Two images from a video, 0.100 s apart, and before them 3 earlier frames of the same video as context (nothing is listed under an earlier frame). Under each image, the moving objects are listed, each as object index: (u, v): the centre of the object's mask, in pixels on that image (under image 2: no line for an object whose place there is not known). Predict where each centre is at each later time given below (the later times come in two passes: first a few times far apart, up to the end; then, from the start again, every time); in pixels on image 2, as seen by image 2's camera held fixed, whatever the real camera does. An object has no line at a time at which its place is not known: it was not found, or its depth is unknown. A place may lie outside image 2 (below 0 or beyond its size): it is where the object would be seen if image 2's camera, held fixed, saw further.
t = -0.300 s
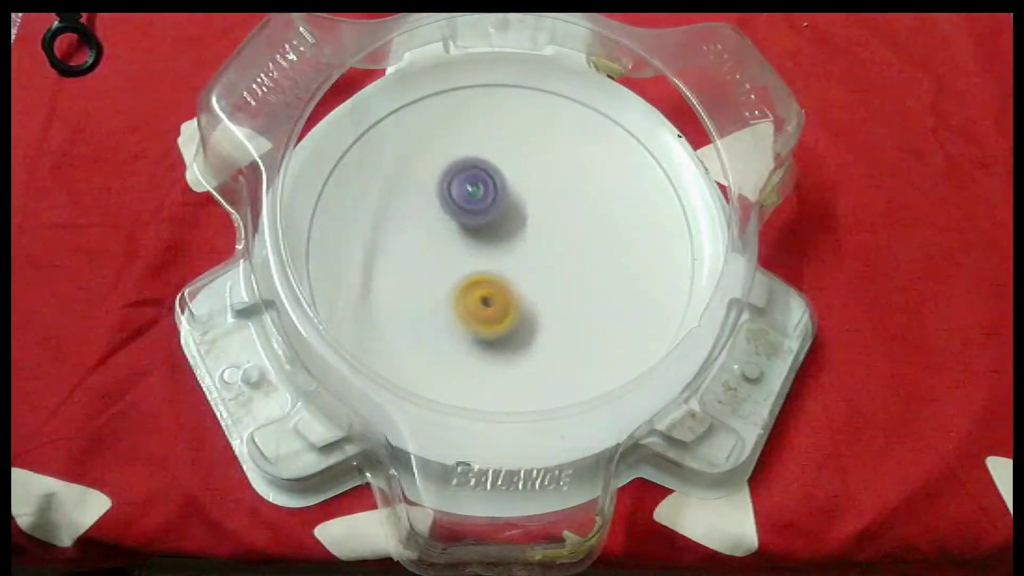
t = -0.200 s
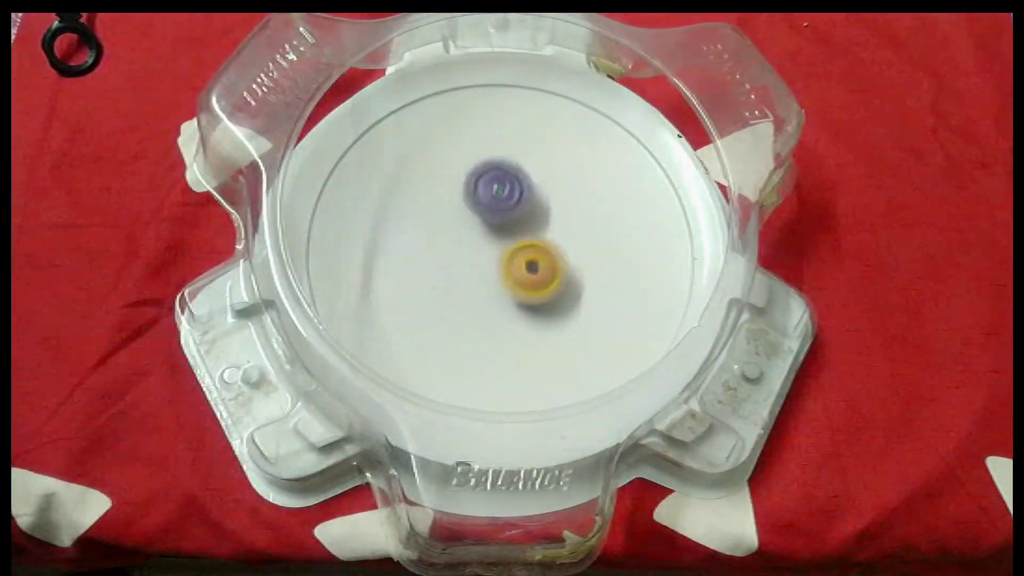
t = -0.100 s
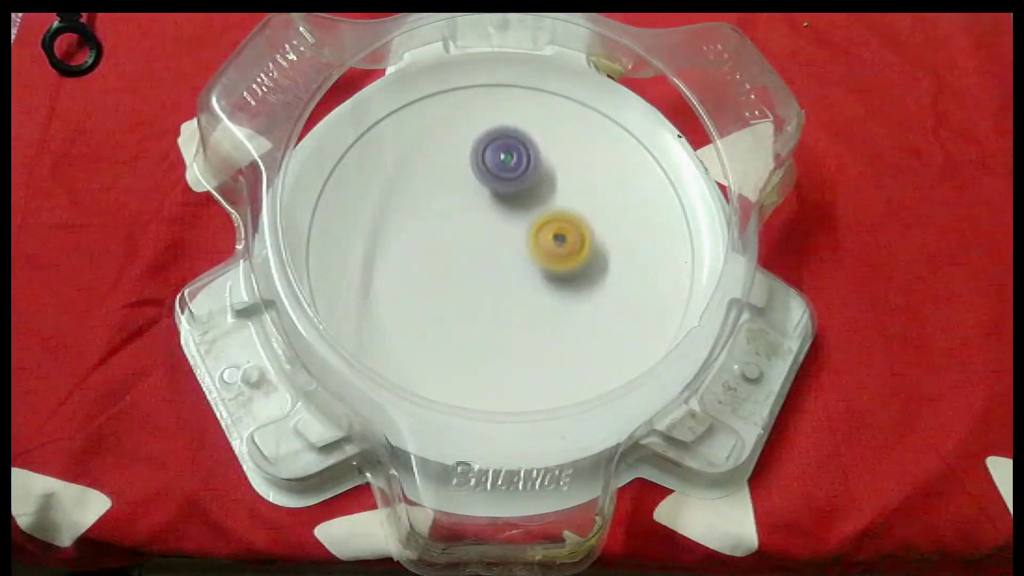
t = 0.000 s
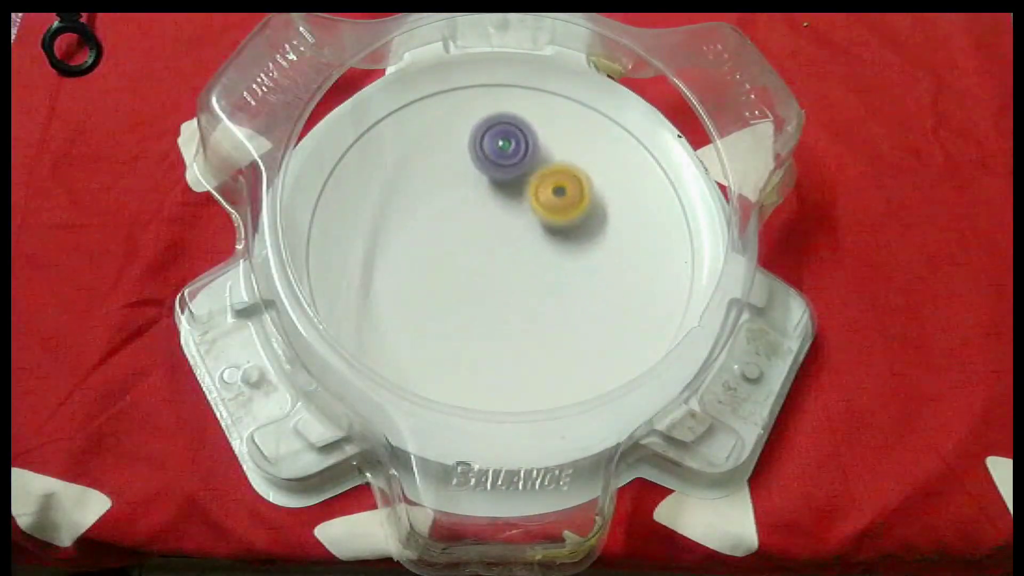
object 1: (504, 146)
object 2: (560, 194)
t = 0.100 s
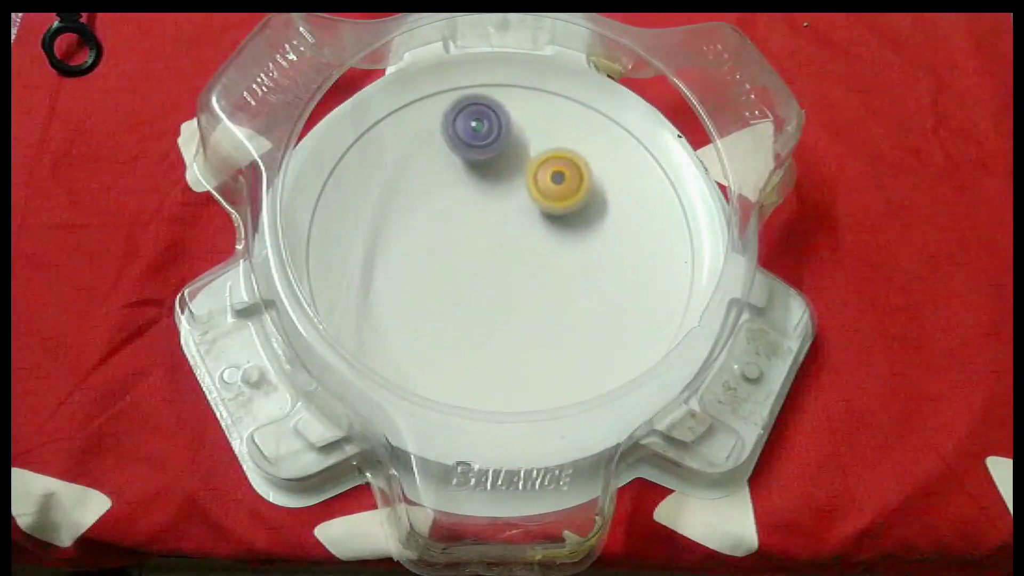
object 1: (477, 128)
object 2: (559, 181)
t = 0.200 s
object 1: (462, 133)
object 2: (540, 171)
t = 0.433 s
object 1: (418, 176)
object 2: (552, 234)
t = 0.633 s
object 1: (466, 231)
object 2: (602, 252)
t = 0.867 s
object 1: (528, 241)
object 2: (603, 227)
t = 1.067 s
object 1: (515, 247)
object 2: (598, 202)
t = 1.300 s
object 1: (498, 278)
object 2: (569, 201)
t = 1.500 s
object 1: (500, 292)
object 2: (539, 232)
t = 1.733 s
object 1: (518, 320)
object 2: (540, 230)
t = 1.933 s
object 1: (519, 305)
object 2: (516, 210)
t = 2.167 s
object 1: (487, 290)
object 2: (484, 209)
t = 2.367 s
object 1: (472, 285)
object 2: (472, 211)
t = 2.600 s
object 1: (468, 276)
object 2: (480, 206)
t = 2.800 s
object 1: (468, 263)
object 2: (492, 195)
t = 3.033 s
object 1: (470, 243)
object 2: (511, 187)
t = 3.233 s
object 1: (470, 231)
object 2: (526, 179)
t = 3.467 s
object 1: (465, 227)
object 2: (549, 178)
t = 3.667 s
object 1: (474, 226)
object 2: (557, 188)
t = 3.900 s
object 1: (470, 225)
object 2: (575, 218)
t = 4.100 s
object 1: (475, 234)
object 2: (593, 235)
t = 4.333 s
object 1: (487, 233)
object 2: (584, 258)
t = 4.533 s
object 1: (441, 237)
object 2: (612, 279)
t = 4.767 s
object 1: (459, 245)
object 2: (573, 272)
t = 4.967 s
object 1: (462, 209)
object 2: (521, 289)
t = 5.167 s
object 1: (447, 209)
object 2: (495, 305)
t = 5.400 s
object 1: (468, 208)
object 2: (476, 297)
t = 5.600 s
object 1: (496, 200)
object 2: (460, 265)
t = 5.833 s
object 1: (530, 183)
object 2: (442, 245)
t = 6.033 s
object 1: (540, 193)
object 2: (453, 222)
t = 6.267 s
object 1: (547, 212)
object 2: (473, 198)
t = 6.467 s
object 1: (560, 231)
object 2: (469, 183)
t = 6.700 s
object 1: (551, 251)
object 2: (491, 205)
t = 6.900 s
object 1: (541, 276)
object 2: (506, 199)
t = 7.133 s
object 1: (514, 288)
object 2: (514, 206)
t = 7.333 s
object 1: (489, 286)
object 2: (526, 226)
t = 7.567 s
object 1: (462, 273)
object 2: (551, 229)
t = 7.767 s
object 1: (453, 251)
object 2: (545, 225)
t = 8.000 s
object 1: (428, 215)
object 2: (554, 243)
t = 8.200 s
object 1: (427, 198)
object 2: (577, 248)
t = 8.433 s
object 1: (454, 192)
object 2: (560, 244)
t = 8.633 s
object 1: (484, 184)
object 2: (525, 259)
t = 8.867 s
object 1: (518, 190)
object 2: (498, 294)
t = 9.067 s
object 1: (546, 209)
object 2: (488, 302)
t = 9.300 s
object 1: (558, 237)
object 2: (491, 271)
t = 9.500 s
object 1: (573, 254)
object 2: (460, 235)
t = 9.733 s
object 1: (566, 253)
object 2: (444, 198)
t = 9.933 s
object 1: (537, 257)
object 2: (462, 192)
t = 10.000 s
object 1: (525, 254)
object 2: (473, 193)
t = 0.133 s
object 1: (471, 128)
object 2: (554, 175)
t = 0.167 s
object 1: (466, 130)
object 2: (547, 172)
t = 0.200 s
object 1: (462, 133)
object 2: (540, 171)
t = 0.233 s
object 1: (459, 138)
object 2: (530, 172)
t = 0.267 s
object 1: (455, 143)
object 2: (524, 178)
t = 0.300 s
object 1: (442, 142)
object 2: (529, 191)
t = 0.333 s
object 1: (430, 146)
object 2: (533, 203)
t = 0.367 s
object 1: (423, 154)
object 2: (538, 214)
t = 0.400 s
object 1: (419, 164)
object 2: (545, 225)
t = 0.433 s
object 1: (418, 176)
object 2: (552, 234)
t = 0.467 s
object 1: (420, 188)
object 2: (560, 242)
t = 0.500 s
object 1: (427, 199)
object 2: (568, 247)
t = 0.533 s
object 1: (435, 210)
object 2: (577, 251)
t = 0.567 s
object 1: (444, 220)
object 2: (587, 253)
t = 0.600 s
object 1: (455, 226)
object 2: (596, 253)
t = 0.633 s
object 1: (466, 231)
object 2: (602, 252)
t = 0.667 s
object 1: (479, 235)
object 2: (607, 249)
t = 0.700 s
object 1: (490, 238)
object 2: (609, 245)
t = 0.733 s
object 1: (501, 240)
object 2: (609, 241)
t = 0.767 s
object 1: (513, 241)
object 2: (607, 236)
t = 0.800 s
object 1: (524, 242)
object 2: (601, 232)
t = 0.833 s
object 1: (526, 241)
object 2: (602, 229)
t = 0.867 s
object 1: (528, 241)
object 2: (603, 227)
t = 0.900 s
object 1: (523, 241)
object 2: (608, 223)
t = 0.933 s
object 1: (518, 242)
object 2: (613, 218)
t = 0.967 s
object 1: (515, 242)
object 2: (614, 213)
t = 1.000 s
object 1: (515, 243)
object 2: (611, 208)
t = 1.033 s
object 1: (515, 246)
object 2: (606, 204)
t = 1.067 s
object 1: (515, 247)
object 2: (598, 202)
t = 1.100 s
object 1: (516, 248)
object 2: (587, 202)
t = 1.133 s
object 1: (517, 251)
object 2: (578, 206)
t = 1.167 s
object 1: (507, 259)
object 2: (580, 203)
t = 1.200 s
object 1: (501, 265)
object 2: (580, 201)
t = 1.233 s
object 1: (499, 271)
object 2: (578, 200)
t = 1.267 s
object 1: (498, 275)
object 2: (575, 200)
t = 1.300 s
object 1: (498, 278)
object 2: (569, 201)
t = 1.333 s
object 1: (498, 281)
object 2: (564, 203)
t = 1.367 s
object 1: (498, 284)
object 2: (558, 207)
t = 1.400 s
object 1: (499, 287)
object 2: (552, 213)
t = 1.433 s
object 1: (500, 289)
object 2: (547, 219)
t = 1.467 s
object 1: (500, 291)
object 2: (542, 227)
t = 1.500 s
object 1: (500, 292)
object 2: (539, 232)
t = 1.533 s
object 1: (498, 299)
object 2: (539, 234)
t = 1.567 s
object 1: (499, 305)
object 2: (538, 238)
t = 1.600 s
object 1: (503, 310)
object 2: (537, 241)
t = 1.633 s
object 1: (511, 311)
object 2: (537, 244)
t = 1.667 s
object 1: (516, 315)
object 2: (537, 244)
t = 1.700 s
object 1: (517, 320)
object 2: (539, 236)
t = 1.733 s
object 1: (518, 320)
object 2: (540, 230)
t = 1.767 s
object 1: (519, 319)
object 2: (539, 224)
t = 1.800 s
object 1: (519, 318)
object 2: (537, 218)
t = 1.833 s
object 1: (519, 316)
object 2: (533, 214)
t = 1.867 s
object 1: (519, 314)
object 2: (528, 211)
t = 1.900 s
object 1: (519, 310)
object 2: (522, 210)
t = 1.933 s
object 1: (519, 305)
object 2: (516, 210)
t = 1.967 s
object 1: (517, 299)
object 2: (511, 211)
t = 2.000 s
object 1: (513, 293)
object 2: (505, 214)
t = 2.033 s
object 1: (508, 287)
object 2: (500, 218)
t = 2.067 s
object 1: (501, 289)
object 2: (496, 215)
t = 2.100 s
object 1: (496, 289)
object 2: (492, 213)
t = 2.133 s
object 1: (492, 290)
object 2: (488, 211)
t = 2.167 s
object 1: (487, 290)
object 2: (484, 209)
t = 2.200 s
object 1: (484, 290)
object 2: (479, 209)
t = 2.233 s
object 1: (481, 289)
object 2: (476, 209)
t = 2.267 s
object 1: (478, 287)
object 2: (474, 210)
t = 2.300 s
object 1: (477, 285)
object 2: (473, 212)
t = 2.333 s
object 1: (474, 284)
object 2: (472, 213)
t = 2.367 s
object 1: (472, 285)
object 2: (472, 211)
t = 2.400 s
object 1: (470, 286)
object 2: (472, 210)
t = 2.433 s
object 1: (469, 285)
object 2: (473, 210)
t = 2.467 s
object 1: (468, 284)
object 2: (474, 210)
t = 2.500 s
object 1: (468, 283)
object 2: (475, 209)
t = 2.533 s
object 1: (467, 280)
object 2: (477, 209)
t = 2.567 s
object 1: (467, 278)
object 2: (479, 208)
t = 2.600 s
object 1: (468, 276)
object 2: (480, 206)
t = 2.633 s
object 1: (468, 273)
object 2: (482, 205)
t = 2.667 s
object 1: (468, 271)
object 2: (483, 203)
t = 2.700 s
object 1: (468, 270)
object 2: (485, 201)
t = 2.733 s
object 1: (468, 269)
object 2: (488, 199)
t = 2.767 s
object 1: (468, 266)
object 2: (490, 197)
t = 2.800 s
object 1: (468, 263)
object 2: (492, 195)
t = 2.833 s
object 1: (469, 259)
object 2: (493, 194)
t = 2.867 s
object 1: (469, 257)
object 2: (496, 192)
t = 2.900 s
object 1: (468, 255)
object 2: (499, 190)
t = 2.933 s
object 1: (469, 253)
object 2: (503, 189)
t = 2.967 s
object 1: (469, 250)
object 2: (506, 188)
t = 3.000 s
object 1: (470, 247)
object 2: (509, 187)
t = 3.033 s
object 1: (470, 243)
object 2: (511, 187)
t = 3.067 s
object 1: (469, 241)
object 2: (515, 185)
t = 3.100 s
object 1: (468, 240)
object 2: (518, 183)
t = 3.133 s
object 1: (468, 238)
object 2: (522, 181)
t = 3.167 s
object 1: (468, 236)
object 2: (524, 180)
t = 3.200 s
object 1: (468, 234)
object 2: (525, 179)
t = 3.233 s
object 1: (470, 231)
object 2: (526, 179)
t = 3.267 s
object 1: (470, 229)
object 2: (526, 180)
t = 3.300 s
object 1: (471, 227)
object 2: (527, 181)
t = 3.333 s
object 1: (467, 227)
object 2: (534, 180)
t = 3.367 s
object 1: (464, 227)
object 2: (539, 179)
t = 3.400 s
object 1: (464, 228)
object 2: (542, 178)
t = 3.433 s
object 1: (464, 228)
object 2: (546, 179)
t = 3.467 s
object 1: (465, 227)
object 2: (549, 178)
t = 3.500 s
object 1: (466, 228)
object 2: (552, 178)
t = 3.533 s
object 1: (466, 228)
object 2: (554, 179)
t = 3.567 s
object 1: (467, 228)
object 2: (555, 180)
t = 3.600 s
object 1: (469, 228)
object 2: (556, 182)
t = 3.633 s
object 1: (471, 227)
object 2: (557, 184)
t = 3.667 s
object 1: (474, 226)
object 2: (557, 188)
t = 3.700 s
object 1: (477, 225)
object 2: (556, 191)
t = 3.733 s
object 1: (478, 225)
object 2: (556, 196)
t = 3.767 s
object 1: (481, 224)
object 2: (555, 201)
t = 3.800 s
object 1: (484, 224)
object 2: (554, 206)
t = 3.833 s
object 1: (476, 223)
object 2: (562, 211)
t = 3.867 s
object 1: (473, 224)
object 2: (569, 215)
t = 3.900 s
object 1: (470, 225)
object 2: (575, 218)
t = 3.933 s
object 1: (469, 226)
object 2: (579, 222)
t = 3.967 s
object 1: (468, 227)
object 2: (583, 225)
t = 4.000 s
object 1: (469, 229)
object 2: (587, 228)
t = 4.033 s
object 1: (471, 231)
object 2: (590, 230)
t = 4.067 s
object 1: (473, 232)
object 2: (592, 232)
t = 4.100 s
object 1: (475, 234)
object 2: (593, 235)
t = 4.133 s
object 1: (478, 236)
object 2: (592, 237)
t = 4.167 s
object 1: (482, 236)
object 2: (590, 239)
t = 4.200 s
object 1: (486, 238)
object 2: (587, 241)
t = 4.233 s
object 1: (489, 238)
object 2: (583, 244)
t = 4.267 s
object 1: (493, 239)
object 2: (579, 246)
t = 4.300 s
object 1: (497, 239)
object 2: (575, 250)
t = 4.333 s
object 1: (487, 233)
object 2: (584, 258)
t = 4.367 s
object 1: (474, 228)
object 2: (593, 265)
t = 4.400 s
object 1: (463, 226)
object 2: (599, 270)
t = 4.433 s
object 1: (455, 227)
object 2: (604, 274)
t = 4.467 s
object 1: (448, 229)
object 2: (608, 276)
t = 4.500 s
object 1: (444, 233)
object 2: (611, 278)
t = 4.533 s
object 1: (441, 237)
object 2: (612, 279)
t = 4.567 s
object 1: (440, 242)
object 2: (612, 279)
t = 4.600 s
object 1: (440, 246)
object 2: (610, 278)
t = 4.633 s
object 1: (442, 248)
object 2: (606, 277)
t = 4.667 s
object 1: (445, 249)
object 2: (600, 276)
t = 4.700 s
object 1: (449, 249)
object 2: (592, 274)
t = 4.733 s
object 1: (454, 248)
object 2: (584, 272)
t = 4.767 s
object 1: (459, 245)
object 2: (573, 272)
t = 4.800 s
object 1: (464, 242)
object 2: (562, 271)
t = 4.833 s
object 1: (468, 238)
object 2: (552, 271)
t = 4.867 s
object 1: (472, 233)
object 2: (540, 272)
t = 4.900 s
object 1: (470, 223)
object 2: (533, 279)
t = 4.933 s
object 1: (466, 214)
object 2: (527, 285)
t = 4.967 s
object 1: (462, 209)
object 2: (521, 289)
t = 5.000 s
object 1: (457, 206)
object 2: (515, 293)
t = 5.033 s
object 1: (453, 205)
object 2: (510, 296)
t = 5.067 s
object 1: (450, 205)
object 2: (505, 298)
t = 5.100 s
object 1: (448, 207)
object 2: (501, 300)
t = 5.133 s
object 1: (447, 208)
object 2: (497, 303)
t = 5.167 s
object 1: (447, 209)
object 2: (495, 305)
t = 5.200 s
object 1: (449, 209)
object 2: (492, 307)
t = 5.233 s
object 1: (451, 210)
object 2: (490, 307)
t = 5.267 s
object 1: (453, 209)
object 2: (487, 307)
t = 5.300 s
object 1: (457, 209)
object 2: (484, 306)
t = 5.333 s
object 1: (460, 209)
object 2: (482, 303)
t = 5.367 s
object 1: (464, 209)
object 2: (479, 301)
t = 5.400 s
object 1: (468, 208)
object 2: (476, 297)
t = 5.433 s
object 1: (472, 207)
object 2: (472, 292)
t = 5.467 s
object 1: (476, 207)
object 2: (471, 286)
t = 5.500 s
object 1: (480, 206)
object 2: (468, 280)
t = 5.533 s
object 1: (484, 205)
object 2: (466, 275)
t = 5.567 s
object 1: (489, 204)
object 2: (464, 268)
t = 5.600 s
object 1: (496, 200)
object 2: (460, 265)
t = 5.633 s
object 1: (503, 197)
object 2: (456, 262)
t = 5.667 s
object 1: (509, 194)
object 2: (453, 260)
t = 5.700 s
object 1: (516, 191)
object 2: (450, 256)
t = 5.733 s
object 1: (522, 188)
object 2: (447, 254)
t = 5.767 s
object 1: (525, 185)
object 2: (445, 251)
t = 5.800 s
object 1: (528, 183)
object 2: (443, 248)
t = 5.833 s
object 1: (530, 183)
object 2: (442, 245)
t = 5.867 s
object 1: (531, 183)
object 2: (442, 241)
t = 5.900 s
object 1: (532, 184)
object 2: (443, 237)
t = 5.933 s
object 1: (534, 186)
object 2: (444, 234)
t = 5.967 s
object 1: (536, 188)
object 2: (446, 231)
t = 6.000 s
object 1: (538, 191)
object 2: (450, 227)
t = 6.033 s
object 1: (540, 193)
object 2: (453, 222)
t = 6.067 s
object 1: (542, 195)
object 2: (455, 218)
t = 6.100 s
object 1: (544, 198)
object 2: (457, 213)
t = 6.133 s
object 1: (545, 200)
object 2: (460, 209)
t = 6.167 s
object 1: (546, 203)
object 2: (462, 206)
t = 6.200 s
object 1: (546, 206)
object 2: (466, 203)
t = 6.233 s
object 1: (546, 209)
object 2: (469, 200)
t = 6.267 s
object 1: (547, 212)
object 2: (473, 198)
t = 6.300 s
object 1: (550, 216)
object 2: (474, 194)
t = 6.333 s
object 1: (554, 221)
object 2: (472, 189)
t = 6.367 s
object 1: (557, 224)
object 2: (470, 185)
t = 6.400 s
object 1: (558, 226)
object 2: (469, 183)
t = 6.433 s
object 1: (559, 228)
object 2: (469, 183)
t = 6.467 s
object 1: (560, 231)
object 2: (469, 183)
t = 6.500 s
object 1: (561, 234)
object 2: (470, 185)
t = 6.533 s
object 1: (561, 237)
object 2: (471, 188)
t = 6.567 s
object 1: (560, 239)
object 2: (474, 191)
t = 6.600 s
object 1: (559, 242)
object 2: (477, 194)
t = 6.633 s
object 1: (557, 245)
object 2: (481, 198)
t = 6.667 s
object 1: (554, 249)
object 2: (485, 202)
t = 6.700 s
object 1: (551, 251)
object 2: (491, 205)
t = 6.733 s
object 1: (549, 255)
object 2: (496, 207)
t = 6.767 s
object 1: (547, 259)
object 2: (499, 207)
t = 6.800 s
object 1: (545, 263)
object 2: (502, 206)
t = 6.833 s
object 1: (545, 270)
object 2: (504, 202)
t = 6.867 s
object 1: (543, 273)
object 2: (505, 200)
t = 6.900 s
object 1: (541, 276)
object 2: (506, 199)
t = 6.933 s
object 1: (538, 279)
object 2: (507, 198)
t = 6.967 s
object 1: (535, 281)
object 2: (508, 198)
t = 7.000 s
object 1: (531, 283)
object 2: (509, 198)
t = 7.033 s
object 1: (527, 285)
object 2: (510, 199)
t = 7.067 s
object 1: (523, 286)
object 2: (511, 201)
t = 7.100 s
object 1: (519, 287)
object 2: (512, 204)
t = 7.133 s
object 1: (514, 288)
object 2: (514, 206)
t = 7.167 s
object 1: (510, 288)
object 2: (515, 209)
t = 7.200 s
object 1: (506, 287)
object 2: (517, 212)
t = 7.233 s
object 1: (501, 287)
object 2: (520, 215)
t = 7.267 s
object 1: (496, 287)
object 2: (522, 218)
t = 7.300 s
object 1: (492, 287)
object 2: (524, 222)
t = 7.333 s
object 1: (489, 286)
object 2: (526, 226)
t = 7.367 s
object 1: (484, 284)
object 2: (529, 229)
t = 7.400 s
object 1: (480, 284)
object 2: (533, 232)
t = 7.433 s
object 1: (475, 284)
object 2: (538, 232)
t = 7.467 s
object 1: (472, 282)
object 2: (542, 231)
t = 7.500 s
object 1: (468, 279)
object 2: (546, 231)
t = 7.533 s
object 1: (465, 276)
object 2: (549, 230)
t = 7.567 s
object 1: (462, 273)
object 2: (551, 229)
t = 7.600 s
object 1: (459, 270)
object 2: (552, 228)
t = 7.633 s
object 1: (457, 266)
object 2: (553, 227)
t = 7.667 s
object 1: (456, 263)
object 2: (552, 226)
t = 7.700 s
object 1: (455, 260)
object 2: (550, 225)
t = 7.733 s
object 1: (454, 256)
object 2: (548, 225)
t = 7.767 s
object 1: (453, 251)
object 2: (545, 225)
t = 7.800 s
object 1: (452, 246)
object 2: (541, 225)
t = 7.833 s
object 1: (452, 242)
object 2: (537, 226)
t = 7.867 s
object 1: (452, 238)
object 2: (533, 227)
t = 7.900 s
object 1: (453, 233)
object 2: (527, 229)
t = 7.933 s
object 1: (442, 226)
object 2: (537, 234)
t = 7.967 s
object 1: (432, 219)
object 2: (546, 239)
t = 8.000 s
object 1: (428, 215)
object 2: (554, 243)
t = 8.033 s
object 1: (425, 212)
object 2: (560, 245)
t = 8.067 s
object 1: (424, 209)
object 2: (565, 246)
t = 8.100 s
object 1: (424, 206)
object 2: (570, 247)
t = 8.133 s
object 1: (424, 203)
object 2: (573, 248)
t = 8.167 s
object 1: (425, 201)
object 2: (576, 248)
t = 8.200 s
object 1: (427, 198)
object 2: (577, 248)
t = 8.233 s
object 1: (429, 197)
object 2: (579, 248)
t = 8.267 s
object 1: (432, 195)
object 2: (579, 248)
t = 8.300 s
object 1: (435, 194)
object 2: (578, 248)
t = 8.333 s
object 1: (439, 193)
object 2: (576, 247)
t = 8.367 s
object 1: (443, 192)
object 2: (572, 246)
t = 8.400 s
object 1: (448, 192)
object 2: (567, 245)
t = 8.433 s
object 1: (454, 192)
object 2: (560, 244)
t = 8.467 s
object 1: (459, 192)
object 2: (554, 243)
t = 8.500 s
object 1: (466, 193)
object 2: (547, 243)
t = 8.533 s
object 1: (471, 192)
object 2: (540, 242)
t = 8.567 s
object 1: (478, 194)
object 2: (532, 242)
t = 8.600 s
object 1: (480, 188)
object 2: (530, 251)
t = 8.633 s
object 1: (484, 184)
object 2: (525, 259)
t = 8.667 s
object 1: (488, 183)
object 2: (522, 265)
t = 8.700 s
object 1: (492, 183)
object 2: (518, 271)
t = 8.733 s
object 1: (497, 183)
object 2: (514, 276)
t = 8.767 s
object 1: (502, 185)
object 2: (509, 281)
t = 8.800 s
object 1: (507, 186)
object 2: (505, 286)
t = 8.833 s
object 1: (513, 188)
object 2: (502, 290)
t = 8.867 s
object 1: (518, 190)
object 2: (498, 294)
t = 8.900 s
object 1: (523, 192)
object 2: (495, 297)
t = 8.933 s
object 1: (528, 195)
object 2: (492, 301)
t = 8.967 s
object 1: (533, 198)
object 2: (490, 304)
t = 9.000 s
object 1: (538, 202)
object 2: (489, 304)
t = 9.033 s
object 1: (542, 205)
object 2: (488, 304)
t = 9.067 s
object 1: (546, 209)
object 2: (488, 302)
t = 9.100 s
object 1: (549, 212)
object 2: (489, 300)
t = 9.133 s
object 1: (552, 216)
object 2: (489, 297)
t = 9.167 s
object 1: (554, 220)
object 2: (489, 293)
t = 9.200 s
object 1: (556, 224)
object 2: (489, 288)
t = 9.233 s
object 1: (557, 229)
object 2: (490, 284)
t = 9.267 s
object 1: (558, 233)
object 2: (490, 278)
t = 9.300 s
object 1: (558, 237)
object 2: (491, 271)
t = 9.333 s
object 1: (560, 240)
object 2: (489, 265)
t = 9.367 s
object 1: (567, 243)
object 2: (481, 258)
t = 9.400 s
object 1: (571, 246)
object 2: (475, 252)
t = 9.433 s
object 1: (573, 249)
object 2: (469, 247)
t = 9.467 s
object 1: (573, 252)
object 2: (465, 241)
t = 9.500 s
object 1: (573, 254)
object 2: (460, 235)
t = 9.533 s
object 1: (572, 255)
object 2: (456, 228)
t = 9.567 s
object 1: (571, 254)
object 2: (454, 223)
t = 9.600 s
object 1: (570, 253)
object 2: (451, 217)
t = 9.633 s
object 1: (569, 252)
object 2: (449, 211)
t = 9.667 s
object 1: (568, 251)
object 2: (447, 206)
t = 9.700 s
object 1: (567, 252)
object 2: (445, 201)
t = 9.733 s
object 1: (566, 253)
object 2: (444, 198)
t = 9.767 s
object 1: (564, 256)
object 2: (445, 195)
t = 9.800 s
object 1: (561, 257)
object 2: (447, 192)
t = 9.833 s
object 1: (557, 257)
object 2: (449, 190)
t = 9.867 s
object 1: (552, 258)
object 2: (453, 190)
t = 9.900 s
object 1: (545, 258)
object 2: (457, 191)
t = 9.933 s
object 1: (537, 257)
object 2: (462, 192)
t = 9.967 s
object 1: (532, 256)
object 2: (468, 192)
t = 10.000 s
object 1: (525, 254)
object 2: (473, 193)
